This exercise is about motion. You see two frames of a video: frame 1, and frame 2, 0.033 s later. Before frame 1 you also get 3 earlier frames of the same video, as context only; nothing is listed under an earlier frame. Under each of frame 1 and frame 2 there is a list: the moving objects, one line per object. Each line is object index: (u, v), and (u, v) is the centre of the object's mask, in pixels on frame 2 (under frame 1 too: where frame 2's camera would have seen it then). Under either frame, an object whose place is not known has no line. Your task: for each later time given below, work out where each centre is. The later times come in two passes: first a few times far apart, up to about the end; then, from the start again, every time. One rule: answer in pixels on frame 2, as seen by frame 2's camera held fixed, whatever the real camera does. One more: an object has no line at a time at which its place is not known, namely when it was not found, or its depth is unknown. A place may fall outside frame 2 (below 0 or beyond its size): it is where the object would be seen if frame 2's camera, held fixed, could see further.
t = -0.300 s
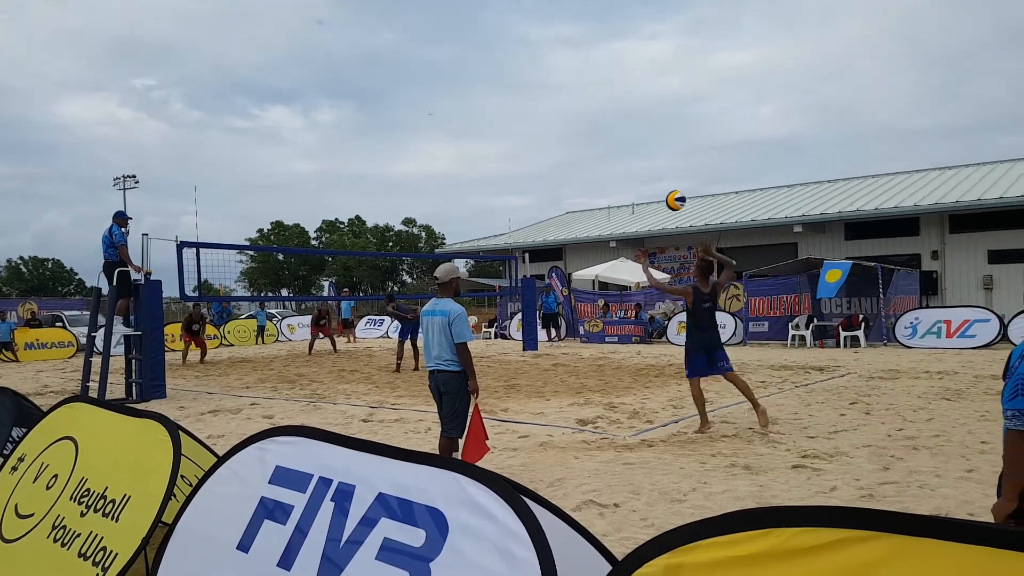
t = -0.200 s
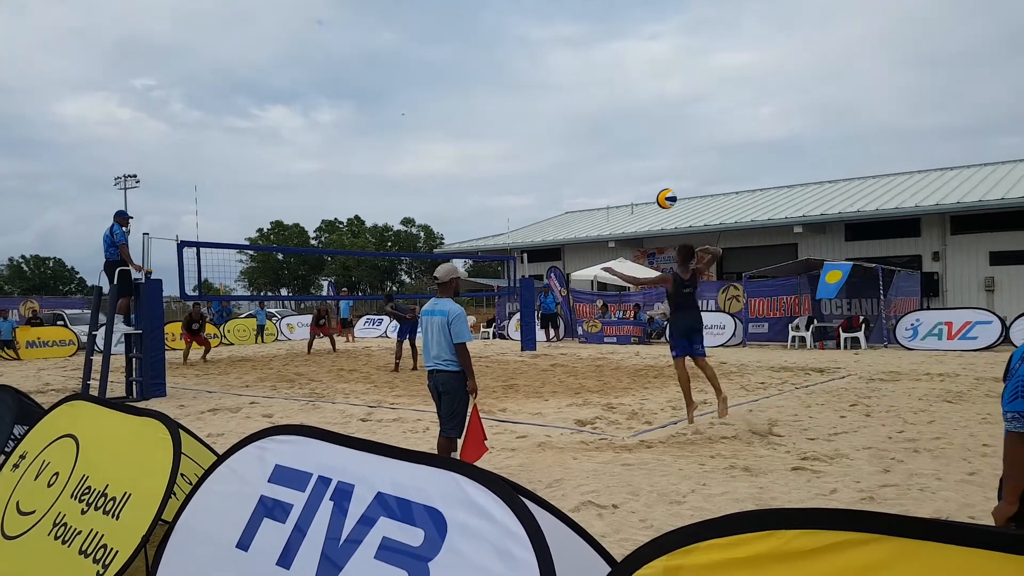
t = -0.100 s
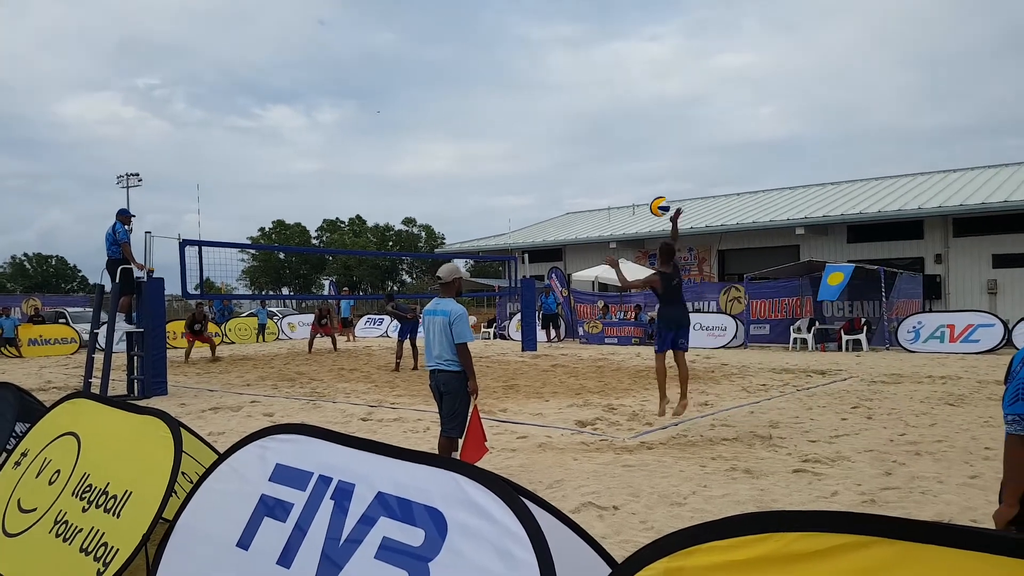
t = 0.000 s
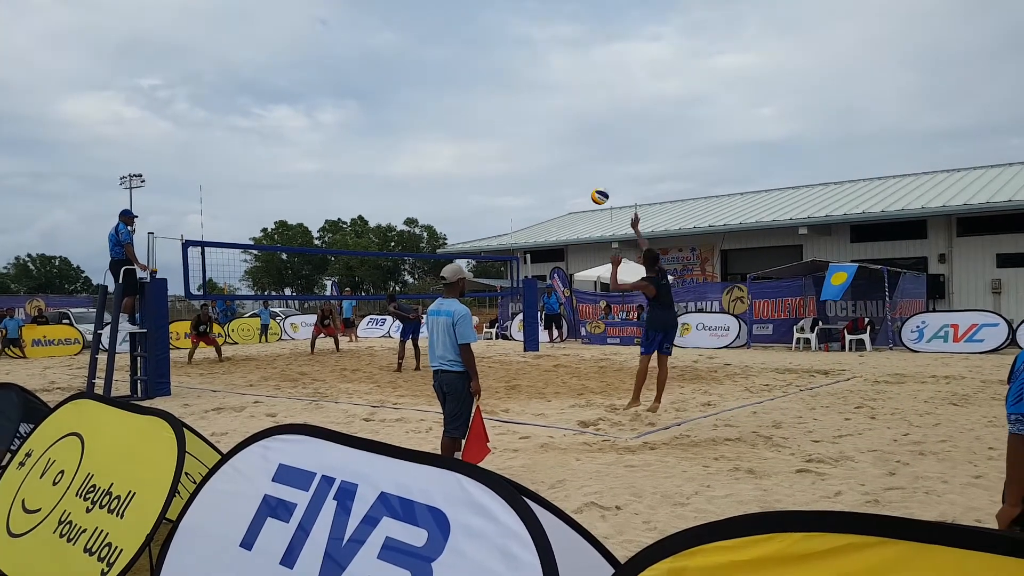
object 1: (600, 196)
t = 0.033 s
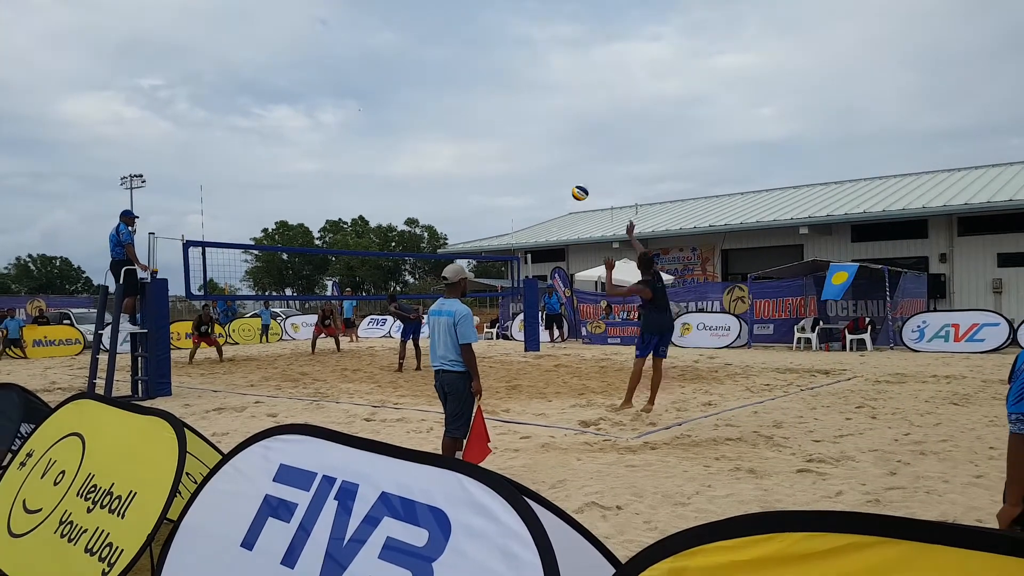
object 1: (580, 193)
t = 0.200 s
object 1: (502, 187)
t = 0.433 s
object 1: (431, 206)
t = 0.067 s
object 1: (561, 190)
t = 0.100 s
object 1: (545, 188)
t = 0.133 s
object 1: (529, 187)
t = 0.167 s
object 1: (515, 187)
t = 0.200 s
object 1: (502, 187)
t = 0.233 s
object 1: (489, 188)
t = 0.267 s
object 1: (478, 190)
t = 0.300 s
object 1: (467, 192)
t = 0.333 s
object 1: (457, 195)
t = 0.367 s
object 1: (449, 198)
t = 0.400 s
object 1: (440, 202)
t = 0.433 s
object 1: (431, 206)
